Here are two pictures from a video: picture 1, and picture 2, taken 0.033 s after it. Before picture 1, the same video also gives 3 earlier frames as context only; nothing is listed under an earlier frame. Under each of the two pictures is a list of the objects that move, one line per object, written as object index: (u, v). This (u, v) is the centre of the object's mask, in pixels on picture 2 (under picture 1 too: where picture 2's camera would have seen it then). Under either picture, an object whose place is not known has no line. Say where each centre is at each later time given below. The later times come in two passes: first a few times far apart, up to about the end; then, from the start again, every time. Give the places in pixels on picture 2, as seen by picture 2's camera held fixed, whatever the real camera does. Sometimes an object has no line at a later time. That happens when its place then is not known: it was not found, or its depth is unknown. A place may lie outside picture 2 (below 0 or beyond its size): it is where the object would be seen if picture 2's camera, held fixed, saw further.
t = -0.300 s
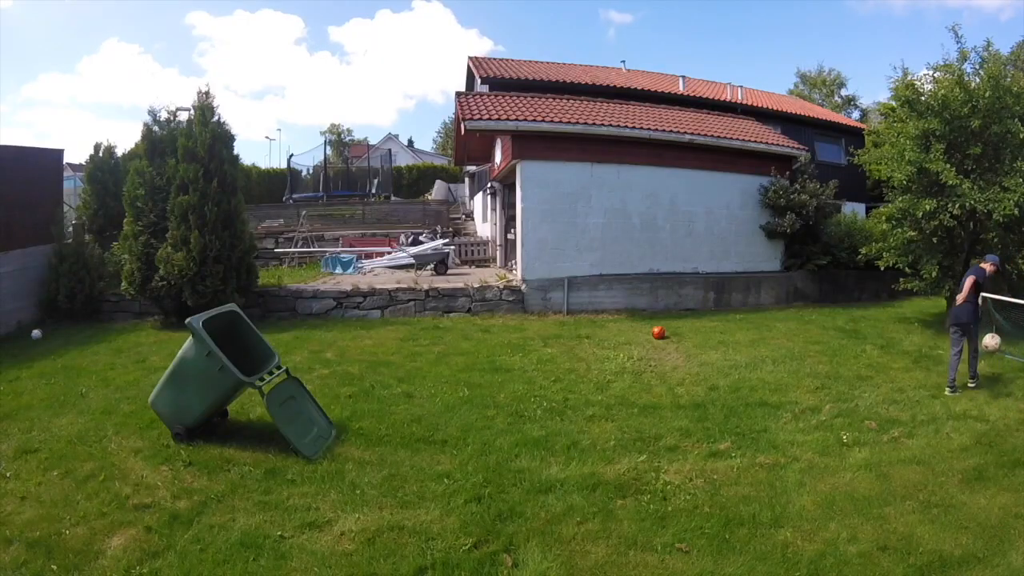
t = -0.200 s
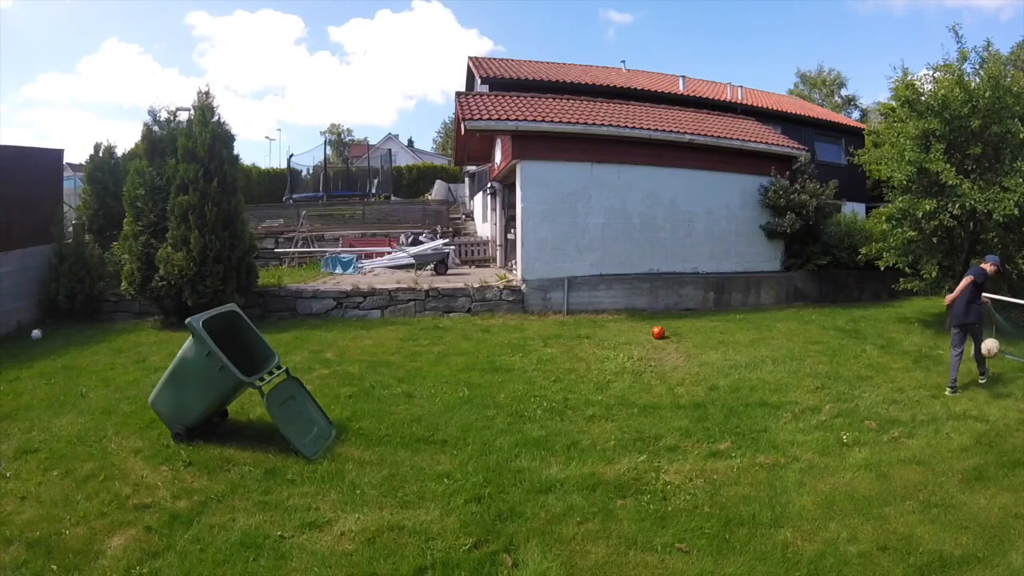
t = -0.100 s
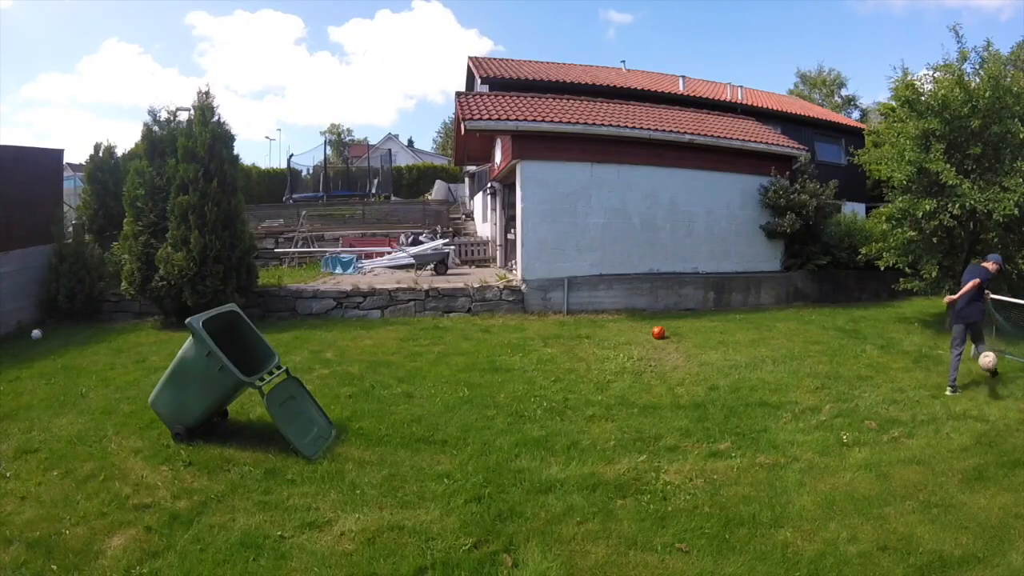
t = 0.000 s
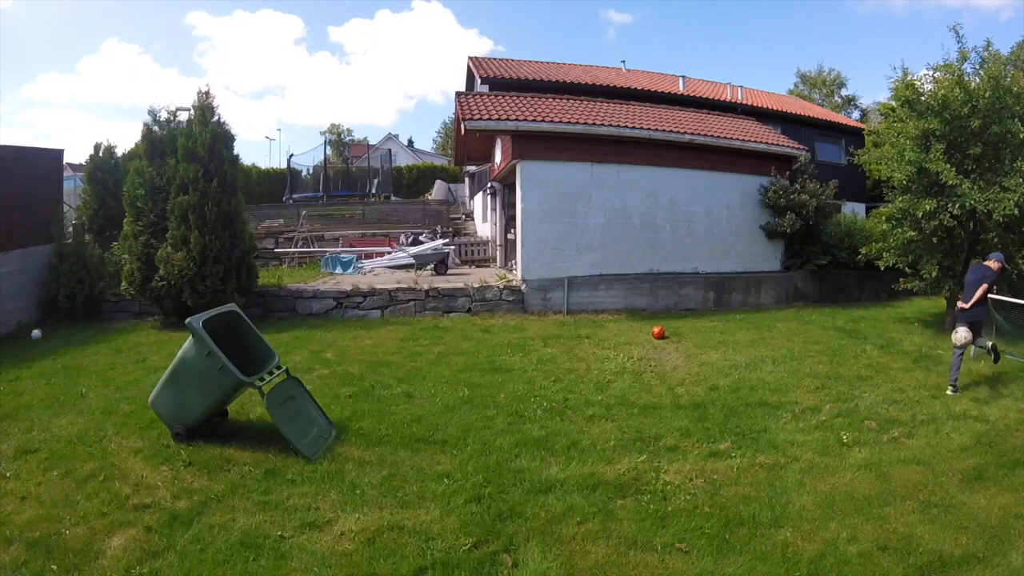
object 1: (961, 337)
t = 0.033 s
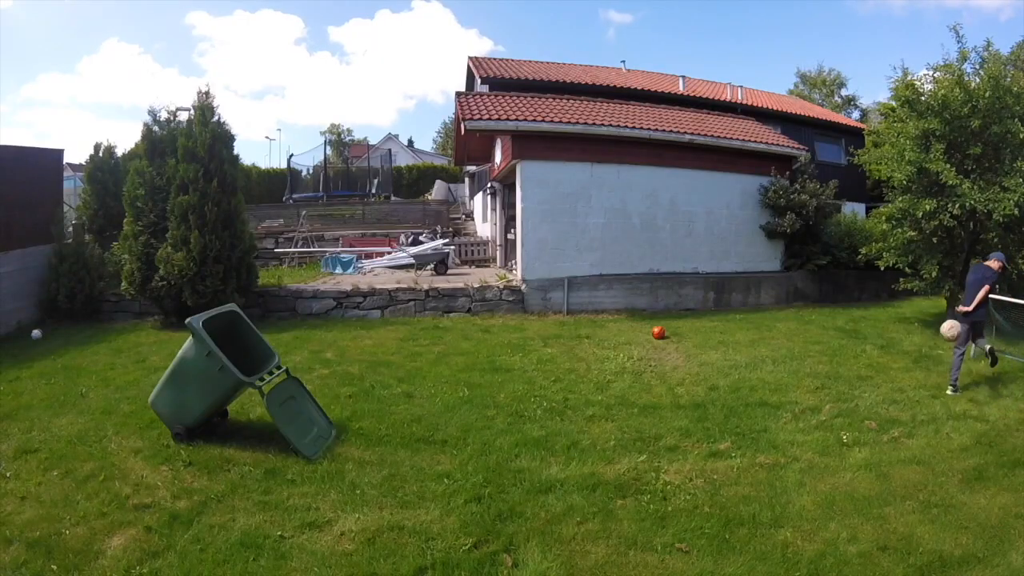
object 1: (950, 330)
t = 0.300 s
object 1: (827, 309)
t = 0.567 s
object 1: (631, 379)
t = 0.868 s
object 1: (418, 425)
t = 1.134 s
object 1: (306, 396)
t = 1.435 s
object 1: (266, 356)
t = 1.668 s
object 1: (240, 367)
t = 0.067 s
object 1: (939, 323)
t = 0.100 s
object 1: (926, 318)
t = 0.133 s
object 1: (912, 314)
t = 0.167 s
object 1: (897, 310)
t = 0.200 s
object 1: (881, 308)
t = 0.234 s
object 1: (864, 307)
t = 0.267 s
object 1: (846, 308)
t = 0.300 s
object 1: (827, 309)
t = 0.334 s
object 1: (807, 312)
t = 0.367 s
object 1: (785, 317)
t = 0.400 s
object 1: (762, 324)
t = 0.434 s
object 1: (737, 332)
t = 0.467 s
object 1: (713, 342)
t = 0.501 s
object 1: (686, 352)
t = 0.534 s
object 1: (659, 365)
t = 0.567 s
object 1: (631, 379)
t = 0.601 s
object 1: (603, 395)
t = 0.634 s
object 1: (574, 411)
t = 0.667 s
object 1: (547, 429)
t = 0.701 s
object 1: (519, 446)
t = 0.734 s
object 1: (498, 445)
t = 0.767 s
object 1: (477, 439)
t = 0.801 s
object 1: (458, 434)
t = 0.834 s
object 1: (438, 428)
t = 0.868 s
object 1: (418, 425)
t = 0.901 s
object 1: (398, 423)
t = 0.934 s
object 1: (381, 421)
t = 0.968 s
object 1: (363, 421)
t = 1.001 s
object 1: (345, 423)
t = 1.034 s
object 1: (329, 425)
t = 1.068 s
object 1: (318, 419)
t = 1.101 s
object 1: (310, 407)
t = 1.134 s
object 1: (306, 396)
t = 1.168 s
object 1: (301, 386)
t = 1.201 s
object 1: (296, 378)
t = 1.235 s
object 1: (291, 370)
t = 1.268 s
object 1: (286, 365)
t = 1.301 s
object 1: (282, 361)
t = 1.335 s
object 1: (279, 358)
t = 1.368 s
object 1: (274, 356)
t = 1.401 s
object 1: (271, 355)
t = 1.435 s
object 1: (266, 356)
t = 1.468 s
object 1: (263, 358)
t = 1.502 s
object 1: (258, 357)
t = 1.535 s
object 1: (253, 357)
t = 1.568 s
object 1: (248, 359)
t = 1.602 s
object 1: (245, 362)
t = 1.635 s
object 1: (242, 364)
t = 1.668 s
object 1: (240, 367)
